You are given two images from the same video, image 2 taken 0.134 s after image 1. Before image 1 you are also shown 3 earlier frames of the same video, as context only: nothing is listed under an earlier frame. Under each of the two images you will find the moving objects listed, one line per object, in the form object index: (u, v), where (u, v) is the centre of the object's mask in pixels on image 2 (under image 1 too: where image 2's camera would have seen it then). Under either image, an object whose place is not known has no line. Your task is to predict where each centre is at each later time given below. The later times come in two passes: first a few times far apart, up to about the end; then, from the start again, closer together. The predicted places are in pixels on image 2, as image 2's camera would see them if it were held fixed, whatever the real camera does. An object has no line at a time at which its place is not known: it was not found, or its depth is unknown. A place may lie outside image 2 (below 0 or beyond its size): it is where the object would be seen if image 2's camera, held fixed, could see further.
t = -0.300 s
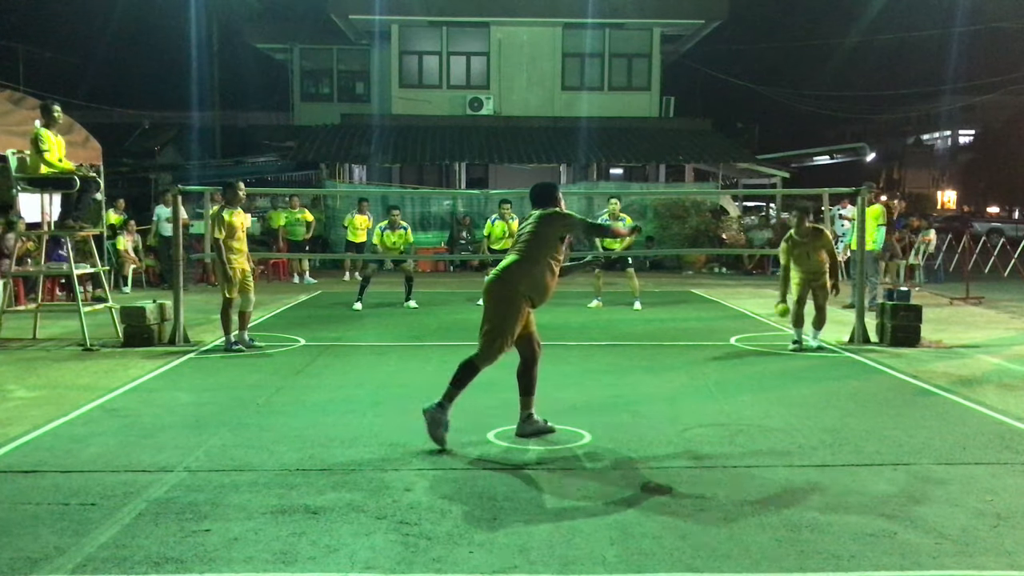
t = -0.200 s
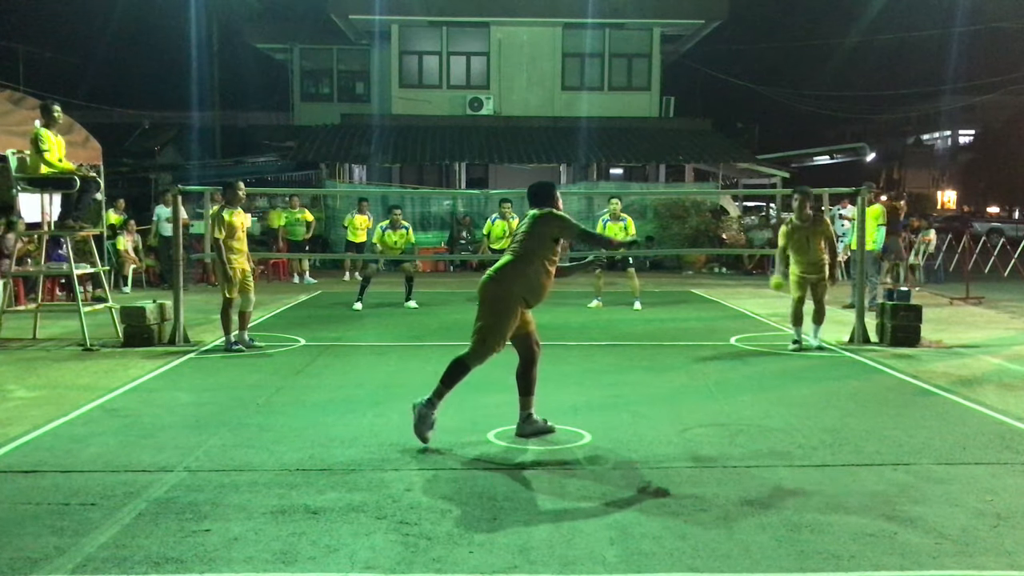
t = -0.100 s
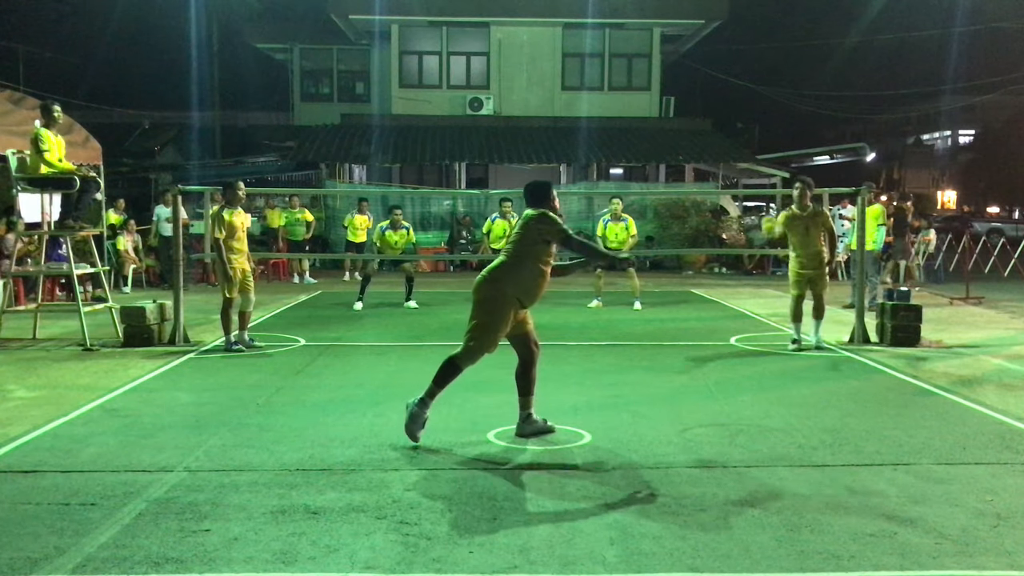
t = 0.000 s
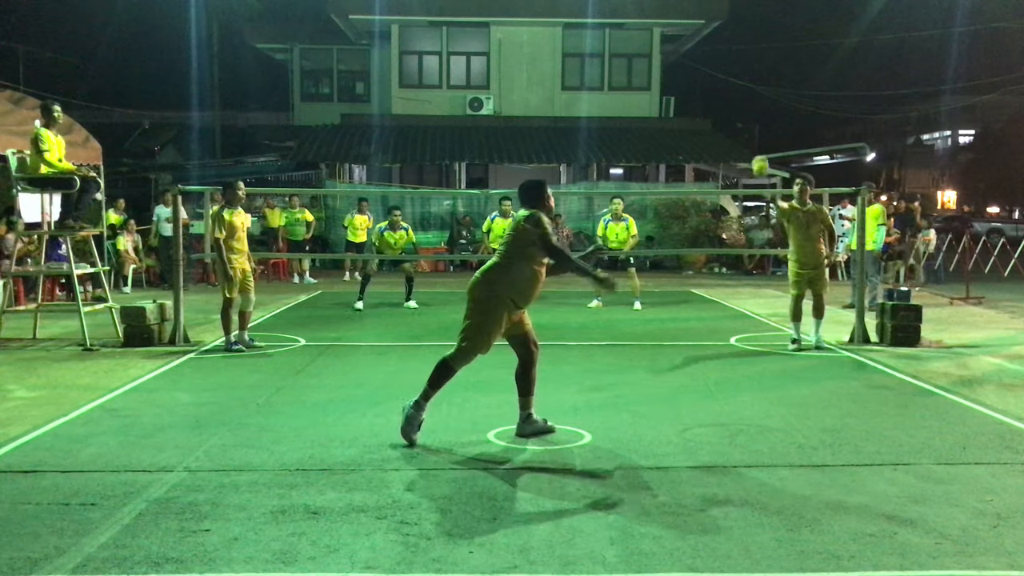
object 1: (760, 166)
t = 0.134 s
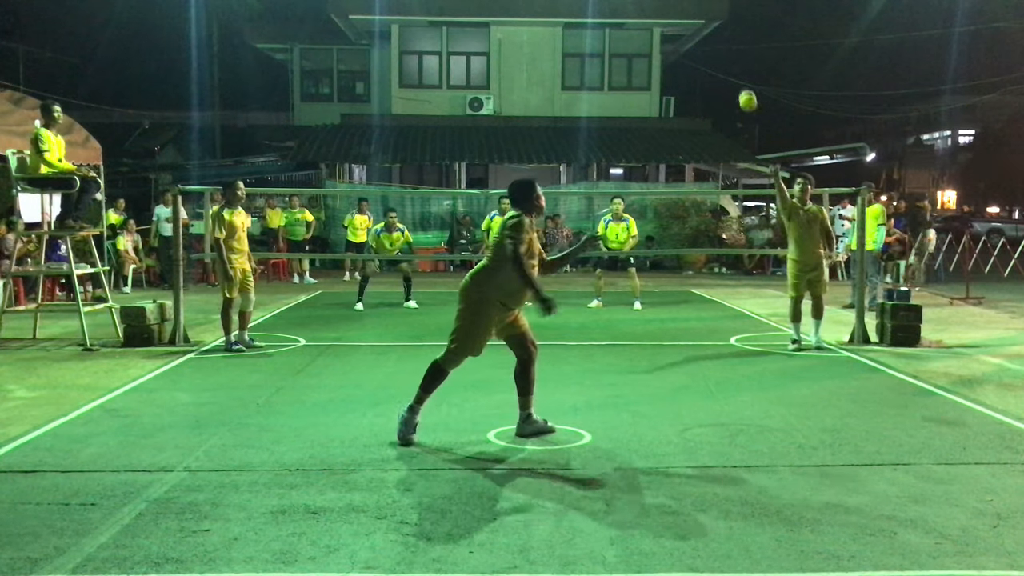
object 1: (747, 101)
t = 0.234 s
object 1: (737, 62)
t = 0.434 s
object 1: (712, 15)
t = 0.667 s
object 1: (674, 30)
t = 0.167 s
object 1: (744, 85)
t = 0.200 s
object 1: (740, 73)
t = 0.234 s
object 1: (737, 62)
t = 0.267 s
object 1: (733, 50)
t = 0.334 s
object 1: (725, 33)
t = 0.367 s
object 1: (720, 25)
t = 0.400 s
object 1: (716, 20)
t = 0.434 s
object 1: (712, 15)
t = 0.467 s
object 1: (706, 12)
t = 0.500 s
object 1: (701, 11)
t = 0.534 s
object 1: (697, 11)
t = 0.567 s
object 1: (691, 13)
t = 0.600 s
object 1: (686, 17)
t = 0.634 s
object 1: (680, 22)
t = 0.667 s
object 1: (674, 30)
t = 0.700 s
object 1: (668, 39)
